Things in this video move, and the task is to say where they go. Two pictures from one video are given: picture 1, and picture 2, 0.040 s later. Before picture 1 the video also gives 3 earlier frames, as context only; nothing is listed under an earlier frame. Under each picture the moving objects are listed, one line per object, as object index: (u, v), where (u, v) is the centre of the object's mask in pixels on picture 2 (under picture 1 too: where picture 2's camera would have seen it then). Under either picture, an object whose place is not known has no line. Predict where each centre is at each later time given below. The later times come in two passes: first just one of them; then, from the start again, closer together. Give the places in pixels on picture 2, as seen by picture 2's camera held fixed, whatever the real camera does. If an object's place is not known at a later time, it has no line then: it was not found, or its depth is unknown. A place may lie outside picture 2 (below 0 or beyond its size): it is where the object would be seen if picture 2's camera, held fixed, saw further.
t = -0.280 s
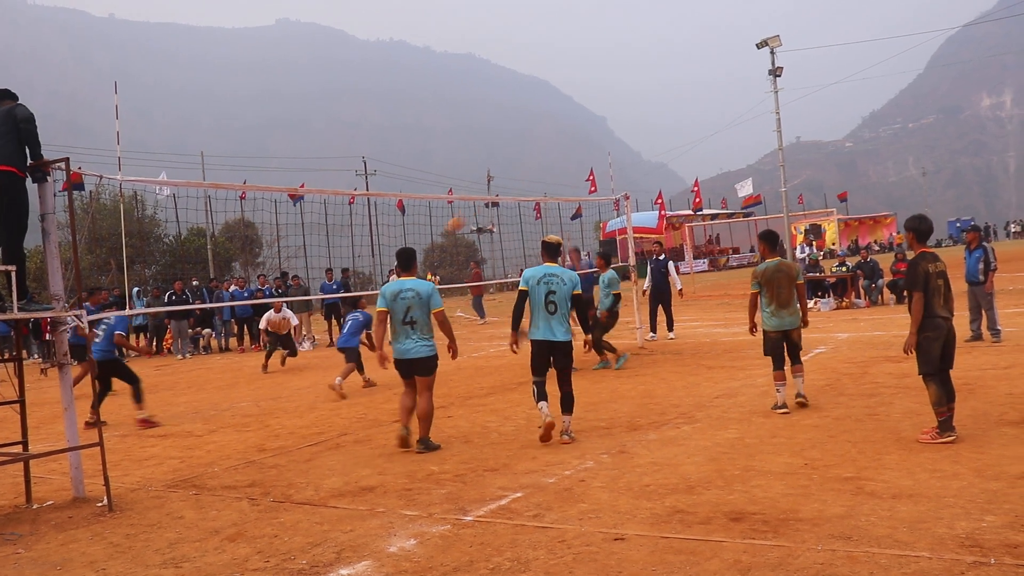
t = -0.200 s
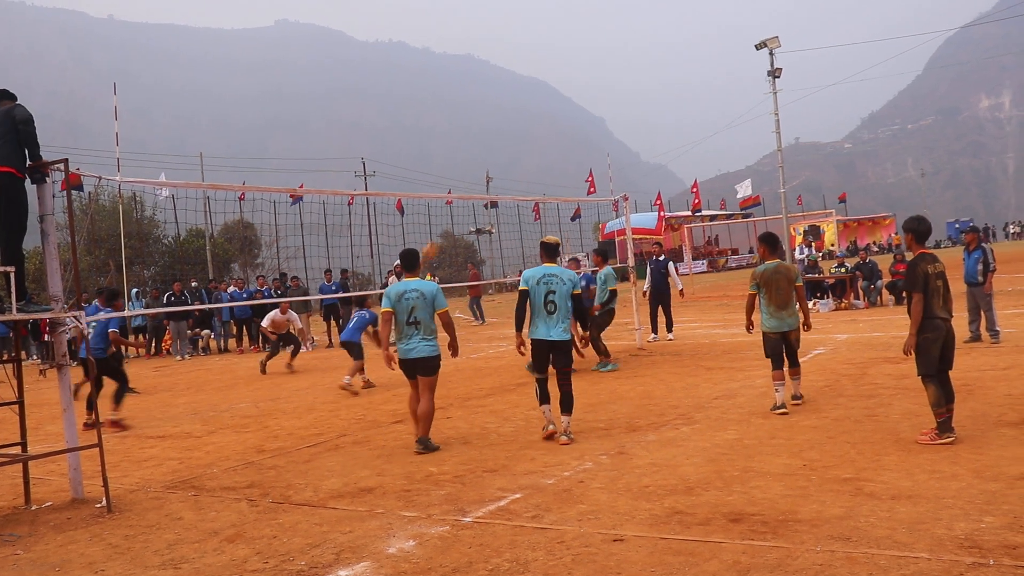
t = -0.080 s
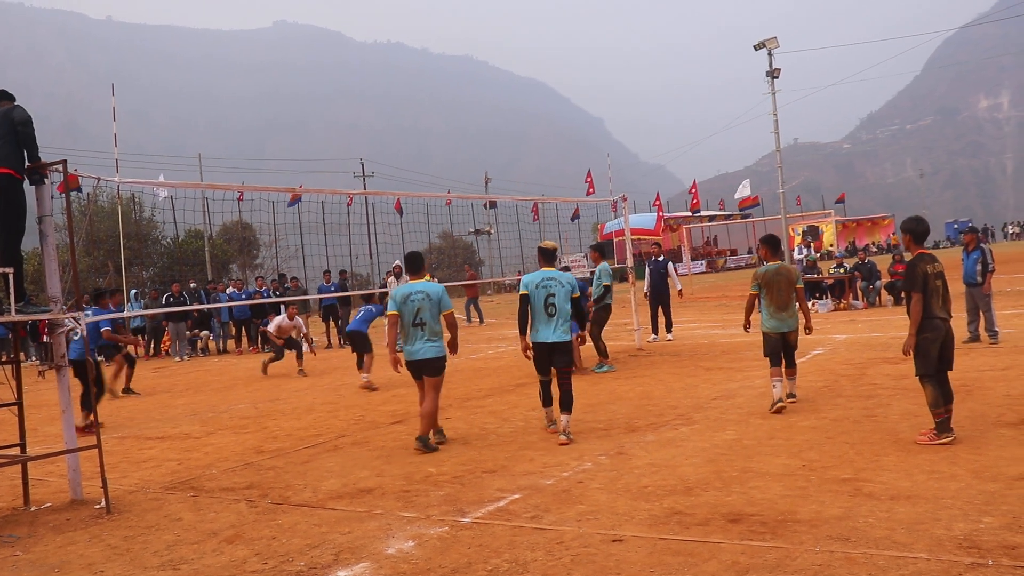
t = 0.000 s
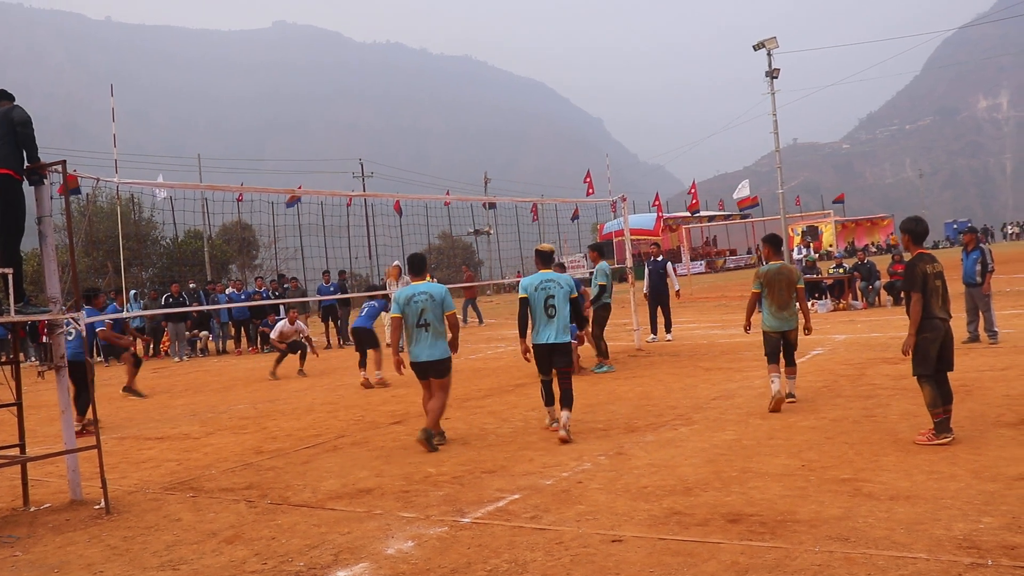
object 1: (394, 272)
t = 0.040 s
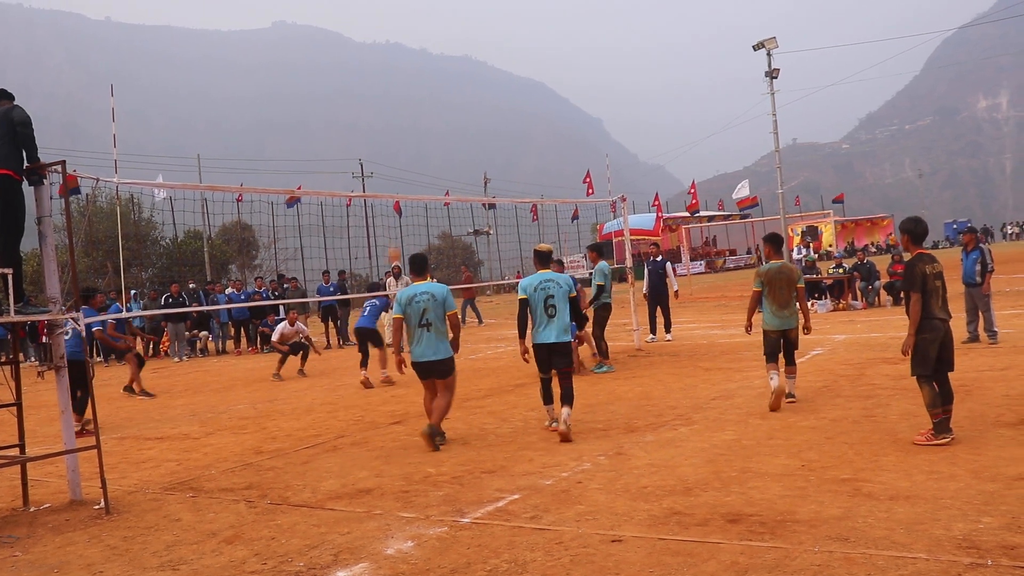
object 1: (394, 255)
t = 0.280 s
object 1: (408, 173)
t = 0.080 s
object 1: (395, 239)
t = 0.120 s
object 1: (398, 225)
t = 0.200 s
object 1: (404, 196)
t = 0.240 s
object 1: (406, 184)
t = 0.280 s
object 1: (408, 173)
